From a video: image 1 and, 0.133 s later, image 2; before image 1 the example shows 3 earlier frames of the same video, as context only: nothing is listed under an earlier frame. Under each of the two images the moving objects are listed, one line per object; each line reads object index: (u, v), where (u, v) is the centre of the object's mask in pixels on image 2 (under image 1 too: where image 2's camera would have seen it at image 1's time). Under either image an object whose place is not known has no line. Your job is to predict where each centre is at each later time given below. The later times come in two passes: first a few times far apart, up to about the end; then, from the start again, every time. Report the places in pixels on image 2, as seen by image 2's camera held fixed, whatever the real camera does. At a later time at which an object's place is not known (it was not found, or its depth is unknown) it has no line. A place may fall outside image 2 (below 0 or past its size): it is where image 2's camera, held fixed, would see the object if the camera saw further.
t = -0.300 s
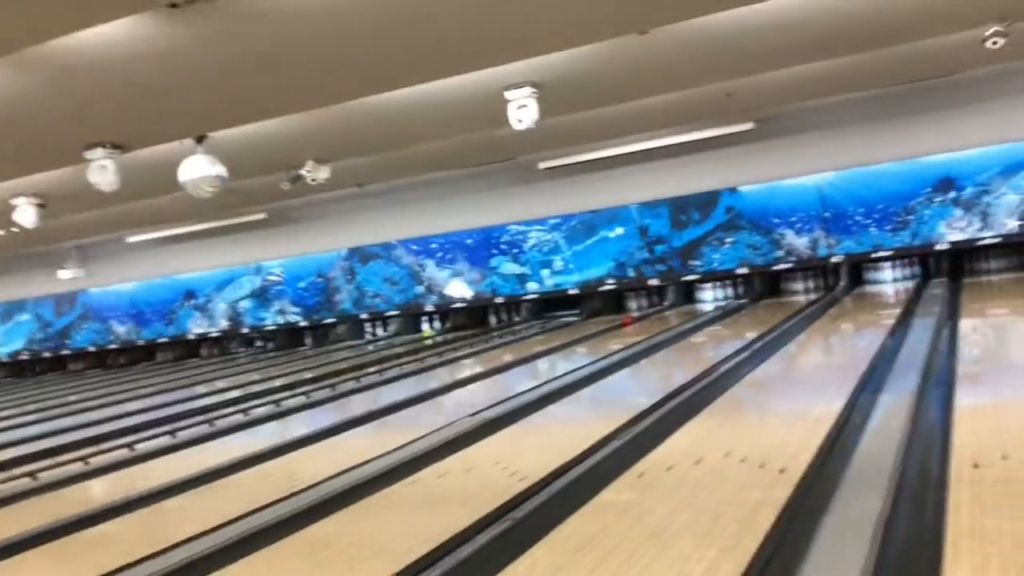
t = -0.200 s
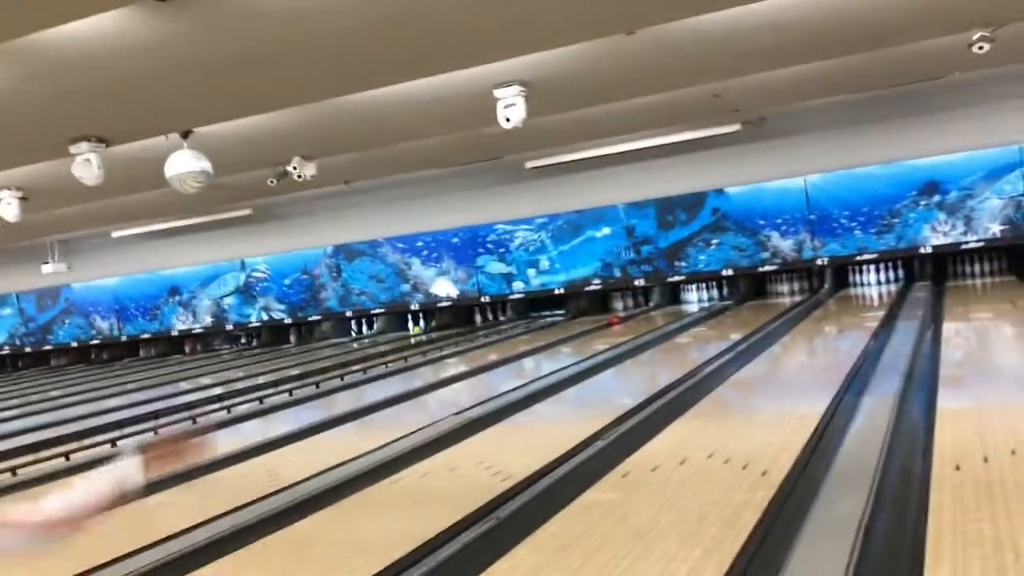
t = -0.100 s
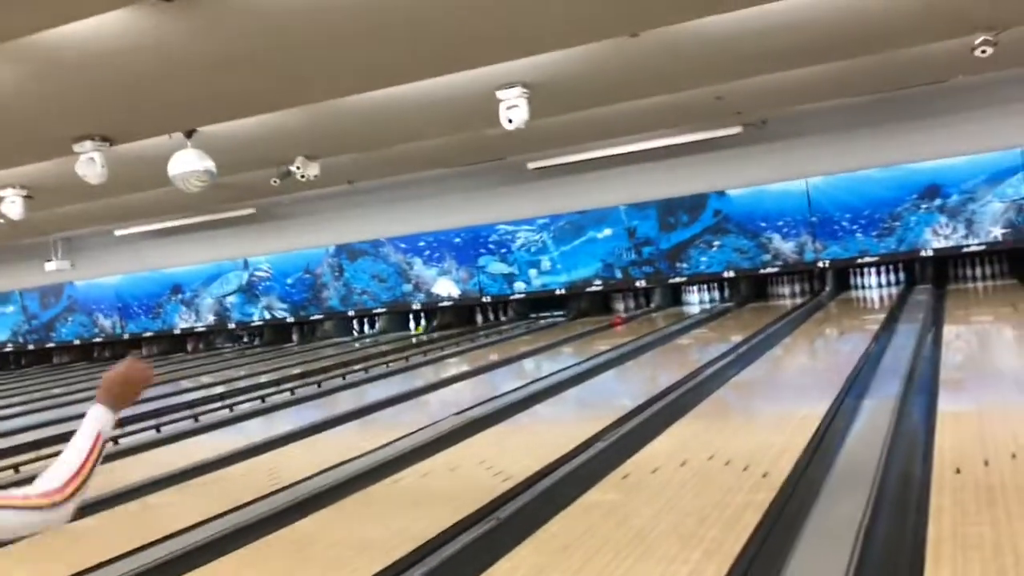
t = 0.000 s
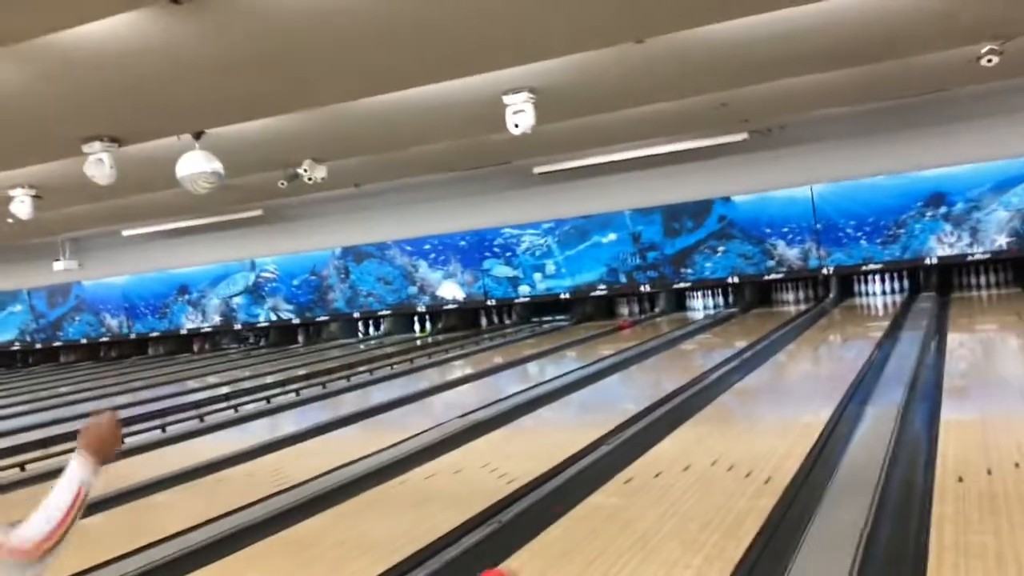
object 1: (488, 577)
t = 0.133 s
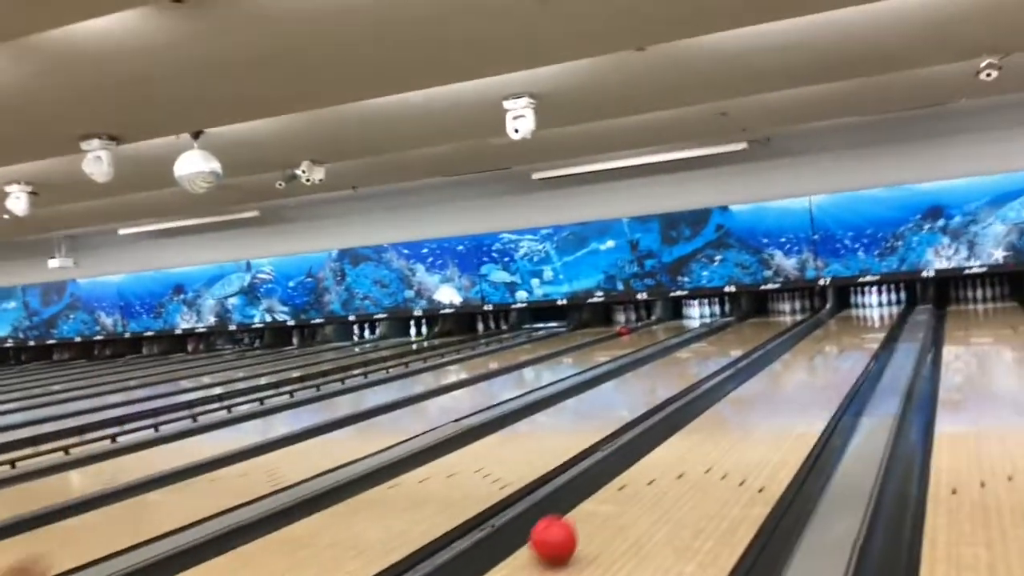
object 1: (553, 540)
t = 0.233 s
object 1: (589, 504)
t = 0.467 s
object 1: (647, 449)
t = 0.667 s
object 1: (679, 417)
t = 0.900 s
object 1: (703, 397)
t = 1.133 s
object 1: (733, 378)
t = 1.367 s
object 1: (755, 363)
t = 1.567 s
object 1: (770, 353)
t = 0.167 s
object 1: (567, 527)
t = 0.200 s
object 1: (579, 515)
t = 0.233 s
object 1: (589, 504)
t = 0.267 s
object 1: (600, 493)
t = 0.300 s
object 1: (608, 485)
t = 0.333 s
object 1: (617, 477)
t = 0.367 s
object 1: (625, 469)
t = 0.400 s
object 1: (633, 462)
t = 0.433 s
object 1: (640, 455)
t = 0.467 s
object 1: (647, 449)
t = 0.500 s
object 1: (653, 442)
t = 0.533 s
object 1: (659, 437)
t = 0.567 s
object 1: (665, 431)
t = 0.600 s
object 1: (670, 426)
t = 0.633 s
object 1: (675, 421)
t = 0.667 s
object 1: (679, 417)
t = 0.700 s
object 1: (684, 411)
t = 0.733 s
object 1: (687, 408)
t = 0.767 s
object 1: (692, 405)
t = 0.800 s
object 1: (695, 402)
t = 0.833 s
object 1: (698, 399)
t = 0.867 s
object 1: (700, 398)
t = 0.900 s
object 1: (703, 397)
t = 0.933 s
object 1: (709, 393)
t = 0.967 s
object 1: (713, 390)
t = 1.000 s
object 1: (718, 386)
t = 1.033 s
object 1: (723, 384)
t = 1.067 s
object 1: (726, 382)
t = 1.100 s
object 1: (729, 380)
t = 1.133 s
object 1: (733, 378)
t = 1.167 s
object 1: (737, 375)
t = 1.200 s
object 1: (740, 373)
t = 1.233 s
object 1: (743, 371)
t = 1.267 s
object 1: (746, 369)
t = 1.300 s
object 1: (749, 368)
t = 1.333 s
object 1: (753, 365)
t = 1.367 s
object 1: (755, 363)
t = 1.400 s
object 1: (758, 361)
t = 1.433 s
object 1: (761, 359)
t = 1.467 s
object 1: (763, 358)
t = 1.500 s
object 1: (765, 357)
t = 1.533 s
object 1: (768, 355)
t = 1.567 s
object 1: (770, 353)
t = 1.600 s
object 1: (772, 352)
